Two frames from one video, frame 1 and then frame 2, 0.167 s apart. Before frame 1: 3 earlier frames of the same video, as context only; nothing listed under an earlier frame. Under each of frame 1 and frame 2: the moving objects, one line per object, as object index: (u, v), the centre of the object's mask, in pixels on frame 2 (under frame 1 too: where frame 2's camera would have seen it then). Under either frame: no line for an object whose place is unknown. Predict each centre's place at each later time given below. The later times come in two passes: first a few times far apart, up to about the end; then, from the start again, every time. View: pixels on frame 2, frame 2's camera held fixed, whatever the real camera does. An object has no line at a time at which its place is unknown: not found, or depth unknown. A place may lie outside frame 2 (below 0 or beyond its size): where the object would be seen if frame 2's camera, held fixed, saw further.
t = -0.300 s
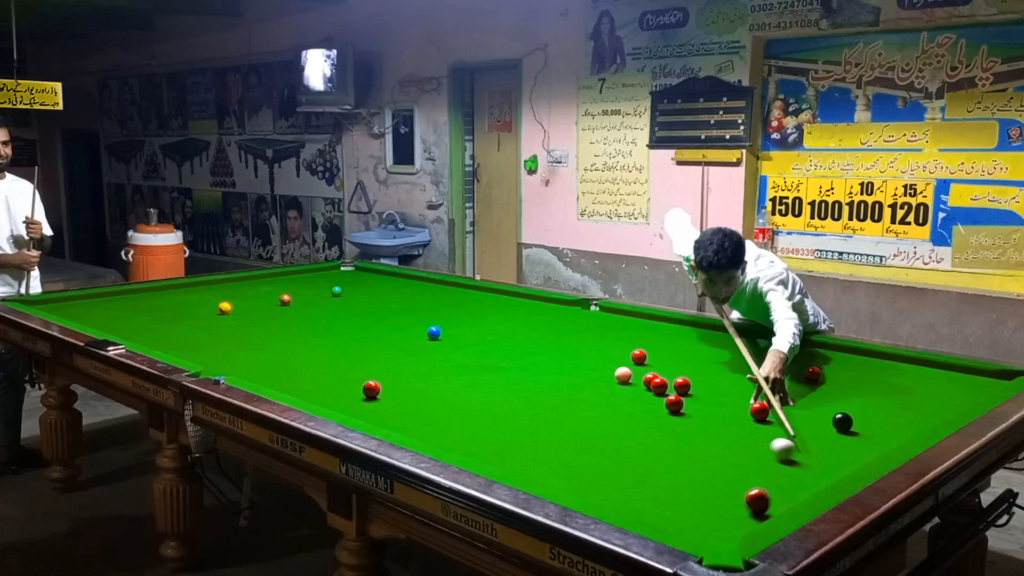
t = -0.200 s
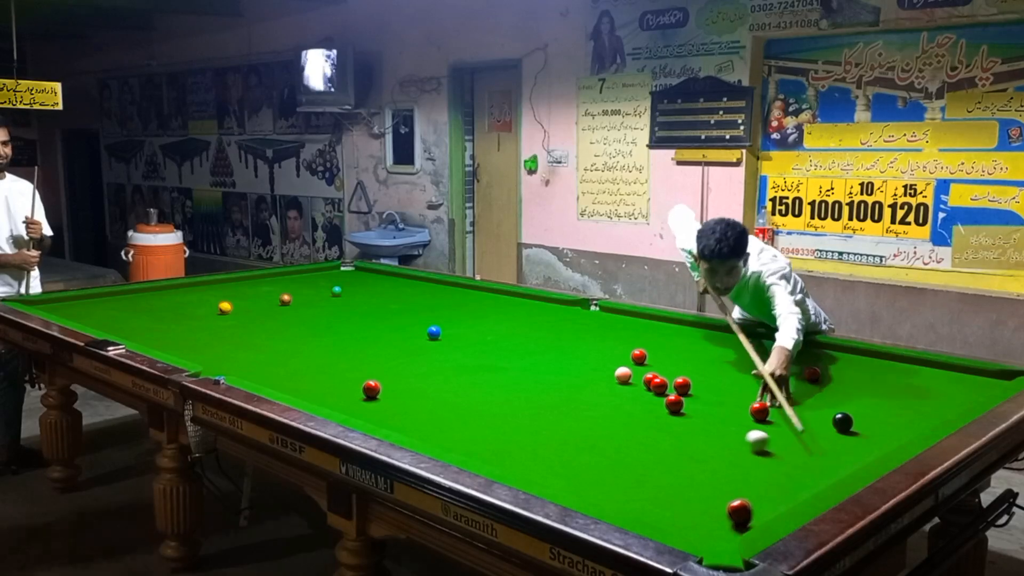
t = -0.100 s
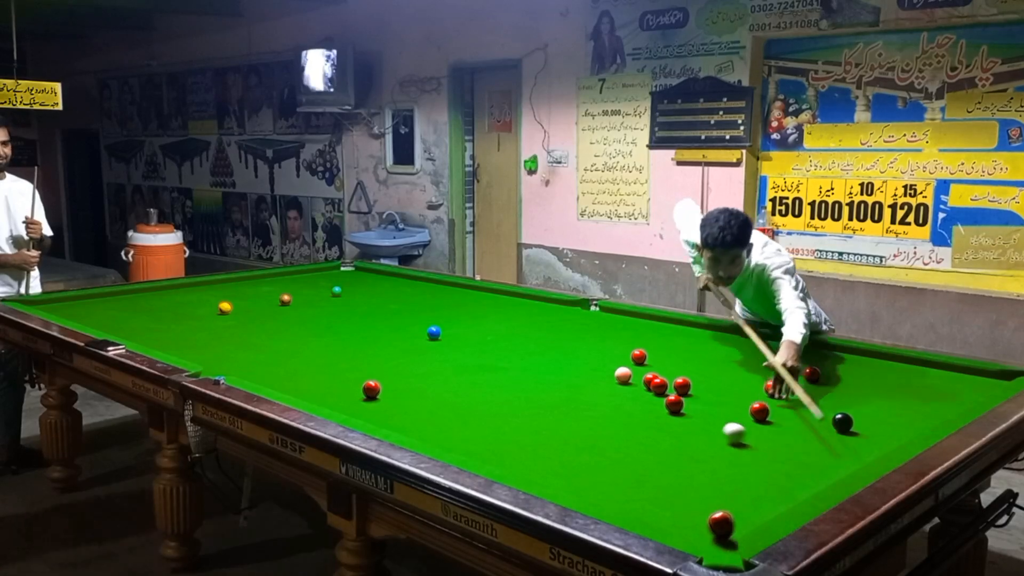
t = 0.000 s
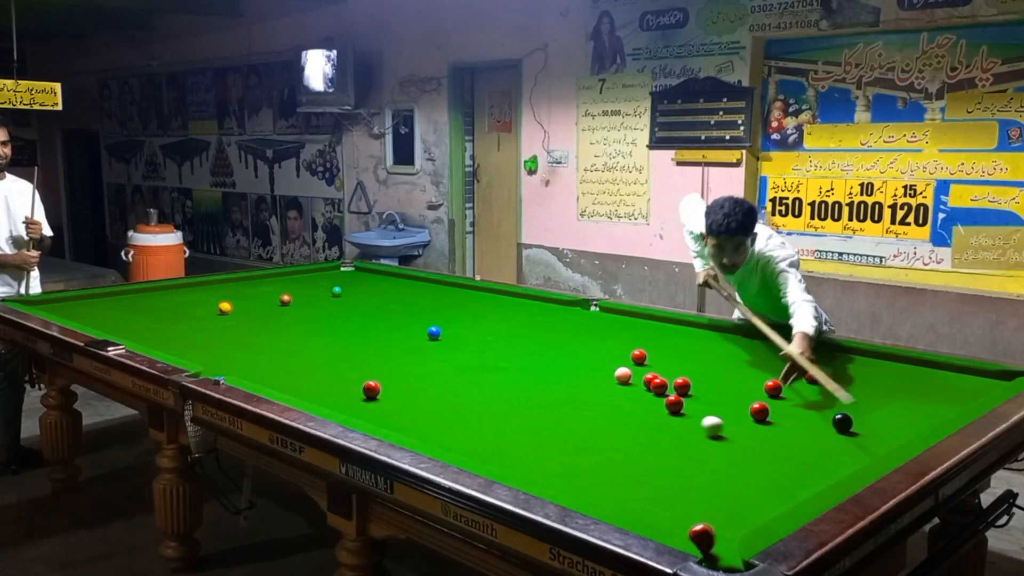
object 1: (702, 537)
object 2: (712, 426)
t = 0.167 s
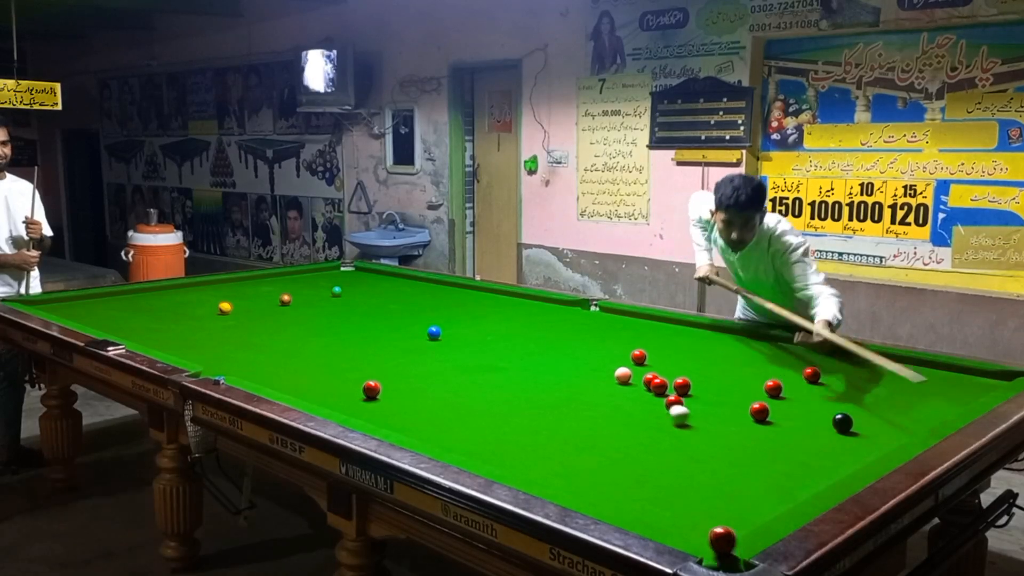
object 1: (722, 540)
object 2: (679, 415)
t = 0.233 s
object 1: (712, 535)
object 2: (667, 410)
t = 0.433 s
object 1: (684, 521)
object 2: (633, 399)
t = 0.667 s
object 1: (657, 508)
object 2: (599, 388)
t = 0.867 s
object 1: (637, 497)
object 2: (574, 379)
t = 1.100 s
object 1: (617, 487)
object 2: (547, 371)
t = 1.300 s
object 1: (604, 479)
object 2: (526, 364)
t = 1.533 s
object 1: (590, 472)
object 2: (505, 357)
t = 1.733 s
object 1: (581, 466)
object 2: (488, 351)
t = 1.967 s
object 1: (572, 461)
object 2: (471, 345)
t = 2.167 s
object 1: (567, 458)
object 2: (458, 341)
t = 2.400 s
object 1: (563, 455)
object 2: (444, 336)
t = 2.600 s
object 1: (561, 453)
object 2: (441, 334)
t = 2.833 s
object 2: (440, 334)
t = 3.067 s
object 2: (440, 334)
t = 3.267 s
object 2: (441, 334)
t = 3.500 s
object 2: (440, 334)
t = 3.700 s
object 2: (440, 334)
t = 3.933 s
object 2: (440, 334)
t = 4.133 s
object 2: (440, 334)
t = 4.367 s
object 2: (440, 334)
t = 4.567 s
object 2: (440, 334)
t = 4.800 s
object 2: (440, 334)
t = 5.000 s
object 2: (440, 334)
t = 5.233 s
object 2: (440, 334)
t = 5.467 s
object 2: (440, 334)
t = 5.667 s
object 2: (440, 334)
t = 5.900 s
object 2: (440, 333)
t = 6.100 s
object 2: (440, 334)
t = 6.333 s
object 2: (440, 334)
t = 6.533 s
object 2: (440, 334)
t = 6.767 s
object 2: (440, 334)
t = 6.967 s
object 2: (440, 334)
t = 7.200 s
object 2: (440, 334)
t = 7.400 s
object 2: (440, 334)
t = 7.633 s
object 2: (440, 334)
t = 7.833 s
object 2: (440, 334)
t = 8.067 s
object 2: (440, 334)
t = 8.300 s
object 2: (440, 334)
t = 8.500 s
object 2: (440, 334)
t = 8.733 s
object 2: (440, 334)
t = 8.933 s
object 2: (440, 334)
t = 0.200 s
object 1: (717, 537)
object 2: (673, 412)
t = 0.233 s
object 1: (712, 535)
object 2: (667, 410)
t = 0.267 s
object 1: (707, 533)
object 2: (661, 409)
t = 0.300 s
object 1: (702, 530)
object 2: (655, 407)
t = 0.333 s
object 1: (698, 528)
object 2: (650, 405)
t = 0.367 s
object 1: (693, 525)
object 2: (644, 403)
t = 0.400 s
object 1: (689, 523)
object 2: (638, 401)
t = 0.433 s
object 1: (684, 521)
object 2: (633, 399)
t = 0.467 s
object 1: (680, 519)
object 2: (628, 398)
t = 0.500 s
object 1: (676, 517)
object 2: (623, 396)
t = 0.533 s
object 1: (672, 515)
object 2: (618, 394)
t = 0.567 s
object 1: (668, 513)
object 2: (613, 393)
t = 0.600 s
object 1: (664, 511)
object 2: (608, 391)
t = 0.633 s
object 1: (660, 509)
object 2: (604, 390)
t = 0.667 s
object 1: (657, 508)
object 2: (599, 388)
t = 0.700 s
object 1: (653, 506)
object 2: (595, 387)
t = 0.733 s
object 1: (650, 504)
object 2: (590, 385)
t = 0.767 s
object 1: (646, 502)
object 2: (586, 383)
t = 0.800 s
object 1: (643, 500)
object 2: (582, 382)
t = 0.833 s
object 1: (640, 499)
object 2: (577, 381)
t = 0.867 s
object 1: (637, 497)
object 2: (574, 379)
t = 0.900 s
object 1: (634, 495)
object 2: (569, 378)
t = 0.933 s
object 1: (631, 494)
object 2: (565, 377)
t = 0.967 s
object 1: (628, 492)
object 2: (562, 375)
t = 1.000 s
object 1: (625, 491)
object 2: (558, 375)
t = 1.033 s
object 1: (623, 490)
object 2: (554, 373)
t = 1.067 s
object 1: (620, 488)
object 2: (550, 372)
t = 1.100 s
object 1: (617, 487)
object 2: (547, 371)
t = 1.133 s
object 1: (615, 485)
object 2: (543, 370)
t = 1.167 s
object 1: (612, 484)
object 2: (540, 368)
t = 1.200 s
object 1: (610, 483)
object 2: (536, 367)
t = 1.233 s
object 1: (608, 482)
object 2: (533, 366)
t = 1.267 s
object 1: (606, 480)
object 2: (529, 365)
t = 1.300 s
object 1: (604, 479)
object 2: (526, 364)
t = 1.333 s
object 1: (601, 478)
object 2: (523, 363)
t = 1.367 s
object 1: (599, 477)
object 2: (520, 362)
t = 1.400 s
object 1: (597, 476)
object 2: (517, 361)
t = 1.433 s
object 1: (596, 475)
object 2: (514, 360)
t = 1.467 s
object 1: (594, 474)
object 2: (511, 359)
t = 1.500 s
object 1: (592, 473)
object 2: (508, 358)
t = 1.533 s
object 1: (590, 472)
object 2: (505, 357)
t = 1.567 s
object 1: (588, 471)
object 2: (502, 356)
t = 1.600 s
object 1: (587, 470)
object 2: (499, 355)
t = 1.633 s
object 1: (585, 469)
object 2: (496, 354)
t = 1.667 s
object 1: (584, 468)
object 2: (494, 353)
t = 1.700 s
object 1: (582, 467)
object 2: (491, 352)
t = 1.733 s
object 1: (581, 466)
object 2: (488, 351)
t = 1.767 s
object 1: (580, 466)
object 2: (486, 350)
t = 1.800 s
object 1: (578, 465)
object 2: (483, 349)
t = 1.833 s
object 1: (577, 464)
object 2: (480, 348)
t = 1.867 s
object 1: (576, 463)
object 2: (478, 348)
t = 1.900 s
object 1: (575, 462)
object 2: (476, 347)
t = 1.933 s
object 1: (573, 462)
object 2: (473, 346)
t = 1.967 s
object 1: (572, 461)
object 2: (471, 345)
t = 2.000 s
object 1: (571, 461)
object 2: (469, 345)
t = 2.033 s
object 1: (570, 460)
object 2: (466, 343)
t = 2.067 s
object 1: (569, 459)
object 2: (464, 342)
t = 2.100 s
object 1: (569, 459)
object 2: (462, 342)
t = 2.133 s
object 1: (568, 458)
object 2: (460, 341)
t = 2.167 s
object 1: (567, 458)
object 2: (458, 341)
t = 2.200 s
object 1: (566, 458)
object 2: (456, 340)
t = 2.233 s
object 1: (566, 457)
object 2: (453, 339)
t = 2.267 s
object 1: (565, 457)
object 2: (451, 338)
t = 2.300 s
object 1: (565, 456)
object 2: (450, 337)
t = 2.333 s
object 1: (564, 455)
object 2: (447, 336)
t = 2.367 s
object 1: (564, 455)
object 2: (446, 336)
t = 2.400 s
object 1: (563, 455)
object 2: (444, 336)
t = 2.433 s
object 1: (563, 454)
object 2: (442, 335)
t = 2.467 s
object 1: (563, 454)
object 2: (441, 335)
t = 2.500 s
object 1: (562, 454)
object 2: (441, 335)
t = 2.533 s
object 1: (562, 454)
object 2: (441, 335)
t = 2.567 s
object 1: (562, 453)
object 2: (441, 335)
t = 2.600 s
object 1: (561, 453)
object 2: (441, 334)
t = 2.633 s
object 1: (561, 453)
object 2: (441, 334)
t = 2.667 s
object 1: (561, 452)
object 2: (440, 334)
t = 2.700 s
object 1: (561, 452)
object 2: (440, 334)
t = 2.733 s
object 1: (560, 452)
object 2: (440, 334)
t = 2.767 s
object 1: (560, 452)
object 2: (440, 334)
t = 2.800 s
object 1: (560, 452)
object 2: (440, 334)
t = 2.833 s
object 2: (440, 334)
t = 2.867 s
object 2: (440, 334)
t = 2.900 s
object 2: (440, 334)
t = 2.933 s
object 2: (440, 334)
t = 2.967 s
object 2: (440, 334)
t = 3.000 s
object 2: (440, 334)
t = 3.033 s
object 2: (440, 334)
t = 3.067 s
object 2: (440, 334)
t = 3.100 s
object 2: (440, 334)
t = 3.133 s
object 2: (440, 334)
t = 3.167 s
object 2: (440, 334)
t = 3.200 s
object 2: (440, 334)
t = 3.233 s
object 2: (440, 334)
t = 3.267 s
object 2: (441, 334)
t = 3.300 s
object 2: (440, 334)
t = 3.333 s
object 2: (440, 334)
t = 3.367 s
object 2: (440, 334)
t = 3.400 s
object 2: (441, 334)
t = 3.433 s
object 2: (440, 334)
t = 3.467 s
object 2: (440, 334)
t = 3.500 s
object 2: (440, 334)
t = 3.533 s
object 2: (441, 334)
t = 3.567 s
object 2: (440, 334)
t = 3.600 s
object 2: (440, 334)
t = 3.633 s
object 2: (441, 334)
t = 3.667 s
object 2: (440, 334)
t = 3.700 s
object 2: (440, 334)
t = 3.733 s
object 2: (441, 334)
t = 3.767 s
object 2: (441, 334)
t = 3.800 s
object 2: (441, 334)
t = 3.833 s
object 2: (441, 334)
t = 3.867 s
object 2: (440, 334)
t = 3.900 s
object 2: (440, 334)
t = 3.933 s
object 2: (440, 334)
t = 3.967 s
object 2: (440, 334)
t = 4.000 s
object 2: (440, 334)
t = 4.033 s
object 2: (440, 334)
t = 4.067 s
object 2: (440, 334)
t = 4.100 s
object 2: (440, 334)
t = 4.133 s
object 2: (440, 334)
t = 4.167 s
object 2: (440, 334)
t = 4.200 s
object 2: (440, 334)
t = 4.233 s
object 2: (440, 334)
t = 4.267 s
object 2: (440, 334)
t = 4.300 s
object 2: (440, 334)
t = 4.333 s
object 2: (440, 334)
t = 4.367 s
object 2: (440, 334)
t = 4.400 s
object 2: (440, 334)
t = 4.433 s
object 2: (440, 334)
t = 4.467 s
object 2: (440, 334)
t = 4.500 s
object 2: (440, 334)
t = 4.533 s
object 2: (440, 334)
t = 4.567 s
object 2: (440, 334)
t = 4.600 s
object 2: (440, 334)
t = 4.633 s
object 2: (440, 334)
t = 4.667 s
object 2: (440, 334)
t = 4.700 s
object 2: (440, 334)
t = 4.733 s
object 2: (440, 334)
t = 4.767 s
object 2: (440, 334)
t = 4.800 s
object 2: (440, 334)
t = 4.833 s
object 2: (440, 334)
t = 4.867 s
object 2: (440, 334)
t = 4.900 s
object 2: (440, 334)
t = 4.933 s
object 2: (440, 334)
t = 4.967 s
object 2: (440, 334)
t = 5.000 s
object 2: (440, 334)
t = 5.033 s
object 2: (440, 334)
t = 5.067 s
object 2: (440, 333)
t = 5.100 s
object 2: (440, 333)
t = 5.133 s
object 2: (440, 334)
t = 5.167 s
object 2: (440, 334)
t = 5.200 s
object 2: (440, 334)
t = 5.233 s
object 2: (440, 334)
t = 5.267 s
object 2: (440, 334)
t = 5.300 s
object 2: (440, 333)
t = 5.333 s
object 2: (440, 333)
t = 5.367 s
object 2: (440, 333)
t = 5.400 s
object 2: (440, 334)
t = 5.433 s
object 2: (440, 334)
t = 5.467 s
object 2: (440, 334)
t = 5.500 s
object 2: (440, 334)
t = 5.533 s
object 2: (440, 334)
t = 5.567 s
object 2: (440, 333)
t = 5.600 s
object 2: (440, 334)
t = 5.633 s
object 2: (440, 334)
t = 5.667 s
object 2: (440, 334)
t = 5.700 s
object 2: (440, 334)
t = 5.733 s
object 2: (440, 334)
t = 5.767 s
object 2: (440, 334)
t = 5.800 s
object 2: (440, 334)
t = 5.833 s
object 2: (440, 334)
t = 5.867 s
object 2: (440, 334)
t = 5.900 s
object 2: (440, 333)
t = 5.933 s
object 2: (440, 334)
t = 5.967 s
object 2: (440, 334)
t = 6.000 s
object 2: (440, 334)
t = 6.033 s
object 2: (440, 334)
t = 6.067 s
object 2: (440, 334)
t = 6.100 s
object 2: (440, 334)
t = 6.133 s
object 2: (440, 334)
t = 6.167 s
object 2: (440, 334)
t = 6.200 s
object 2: (440, 334)
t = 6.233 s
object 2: (440, 334)
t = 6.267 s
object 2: (440, 334)
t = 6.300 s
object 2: (440, 334)
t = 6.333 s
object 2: (440, 334)
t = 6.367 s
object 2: (440, 334)
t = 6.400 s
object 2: (440, 334)
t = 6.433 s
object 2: (440, 334)
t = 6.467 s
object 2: (440, 334)
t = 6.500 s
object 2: (440, 334)
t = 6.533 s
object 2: (440, 334)
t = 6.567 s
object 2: (440, 334)
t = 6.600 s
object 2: (440, 334)
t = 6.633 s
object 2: (440, 334)
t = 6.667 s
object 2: (440, 334)
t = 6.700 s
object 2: (440, 334)
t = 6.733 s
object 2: (440, 334)
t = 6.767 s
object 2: (440, 334)
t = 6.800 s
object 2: (440, 334)
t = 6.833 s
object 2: (440, 334)
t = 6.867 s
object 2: (440, 334)
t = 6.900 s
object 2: (440, 334)
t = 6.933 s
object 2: (440, 334)
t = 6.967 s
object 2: (440, 334)
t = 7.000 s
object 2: (440, 334)
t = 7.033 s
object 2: (440, 334)
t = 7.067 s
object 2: (440, 334)
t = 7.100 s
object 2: (440, 334)
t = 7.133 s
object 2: (440, 334)
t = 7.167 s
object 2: (440, 334)
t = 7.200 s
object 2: (440, 334)
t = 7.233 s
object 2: (440, 334)
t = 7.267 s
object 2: (440, 334)
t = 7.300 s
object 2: (440, 334)
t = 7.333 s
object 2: (440, 334)
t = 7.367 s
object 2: (440, 334)
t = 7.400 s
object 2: (440, 334)
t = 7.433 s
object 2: (440, 334)
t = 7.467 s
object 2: (440, 334)
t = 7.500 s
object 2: (440, 334)
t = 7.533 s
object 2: (440, 334)
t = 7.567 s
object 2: (440, 334)
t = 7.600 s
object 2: (440, 334)
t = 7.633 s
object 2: (440, 334)
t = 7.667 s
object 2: (440, 334)
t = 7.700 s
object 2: (440, 334)
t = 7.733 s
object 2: (440, 334)
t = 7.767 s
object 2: (440, 334)
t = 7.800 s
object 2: (440, 334)
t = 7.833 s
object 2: (440, 334)
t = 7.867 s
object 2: (440, 334)
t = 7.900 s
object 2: (440, 334)
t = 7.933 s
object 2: (440, 334)
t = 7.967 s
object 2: (440, 334)
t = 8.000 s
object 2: (440, 334)
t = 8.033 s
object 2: (440, 334)
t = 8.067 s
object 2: (440, 334)
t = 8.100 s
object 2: (440, 334)
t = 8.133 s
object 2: (440, 334)
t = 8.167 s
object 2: (440, 334)
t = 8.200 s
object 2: (440, 334)
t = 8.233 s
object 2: (440, 334)
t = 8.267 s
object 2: (440, 334)
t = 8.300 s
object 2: (440, 334)
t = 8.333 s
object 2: (440, 334)
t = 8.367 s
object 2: (440, 334)
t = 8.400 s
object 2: (440, 334)
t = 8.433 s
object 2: (440, 334)
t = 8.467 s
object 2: (440, 334)
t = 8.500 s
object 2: (440, 334)
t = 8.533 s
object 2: (440, 334)
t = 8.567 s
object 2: (440, 334)
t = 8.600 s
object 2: (440, 334)
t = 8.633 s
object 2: (440, 334)
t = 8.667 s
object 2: (440, 334)
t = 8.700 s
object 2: (440, 334)
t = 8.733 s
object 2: (440, 334)
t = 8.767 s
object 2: (440, 334)
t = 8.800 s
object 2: (440, 334)
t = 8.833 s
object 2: (440, 334)
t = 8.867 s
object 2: (440, 334)
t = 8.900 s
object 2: (440, 334)
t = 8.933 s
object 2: (440, 334)
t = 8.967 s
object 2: (440, 334)
